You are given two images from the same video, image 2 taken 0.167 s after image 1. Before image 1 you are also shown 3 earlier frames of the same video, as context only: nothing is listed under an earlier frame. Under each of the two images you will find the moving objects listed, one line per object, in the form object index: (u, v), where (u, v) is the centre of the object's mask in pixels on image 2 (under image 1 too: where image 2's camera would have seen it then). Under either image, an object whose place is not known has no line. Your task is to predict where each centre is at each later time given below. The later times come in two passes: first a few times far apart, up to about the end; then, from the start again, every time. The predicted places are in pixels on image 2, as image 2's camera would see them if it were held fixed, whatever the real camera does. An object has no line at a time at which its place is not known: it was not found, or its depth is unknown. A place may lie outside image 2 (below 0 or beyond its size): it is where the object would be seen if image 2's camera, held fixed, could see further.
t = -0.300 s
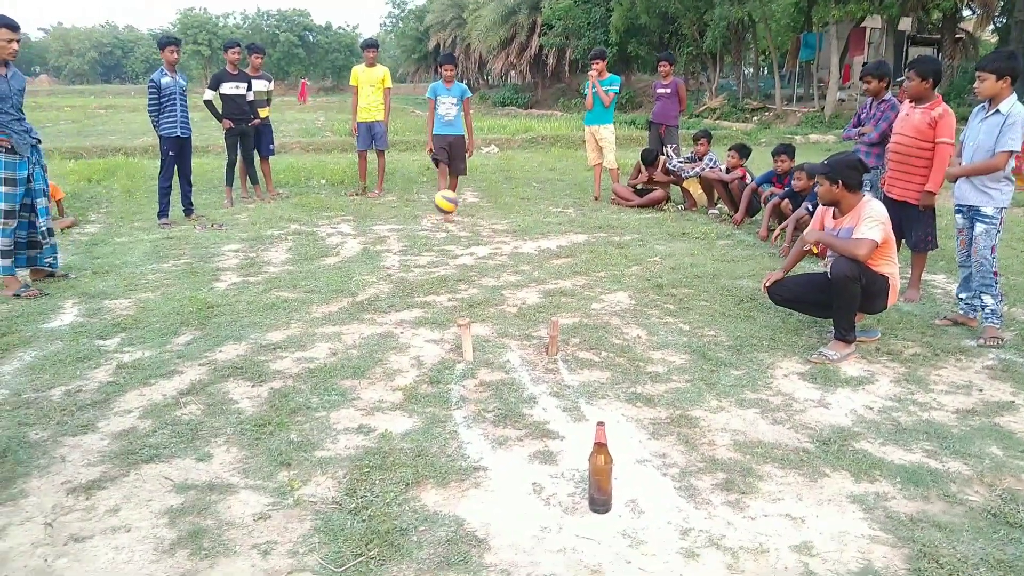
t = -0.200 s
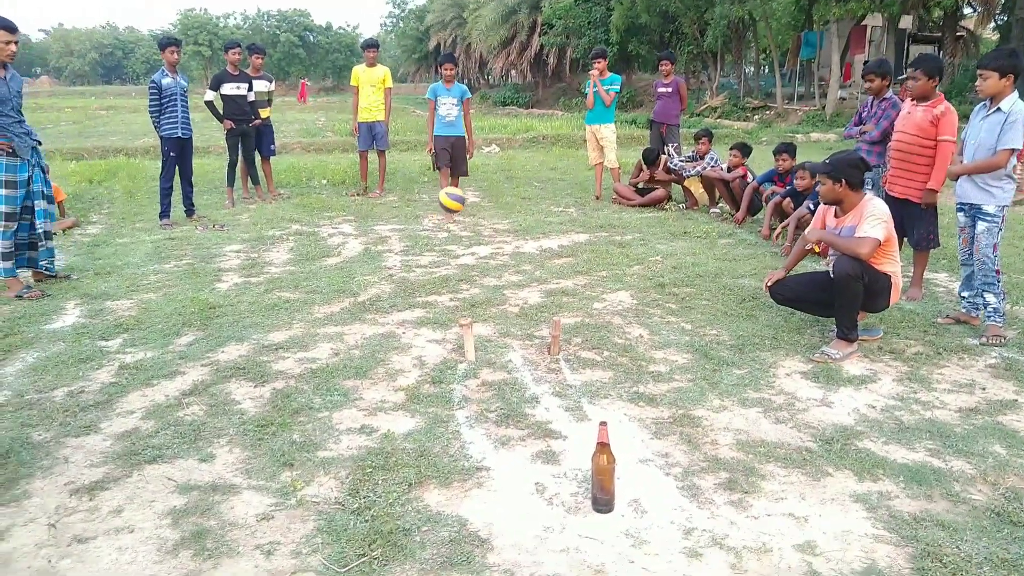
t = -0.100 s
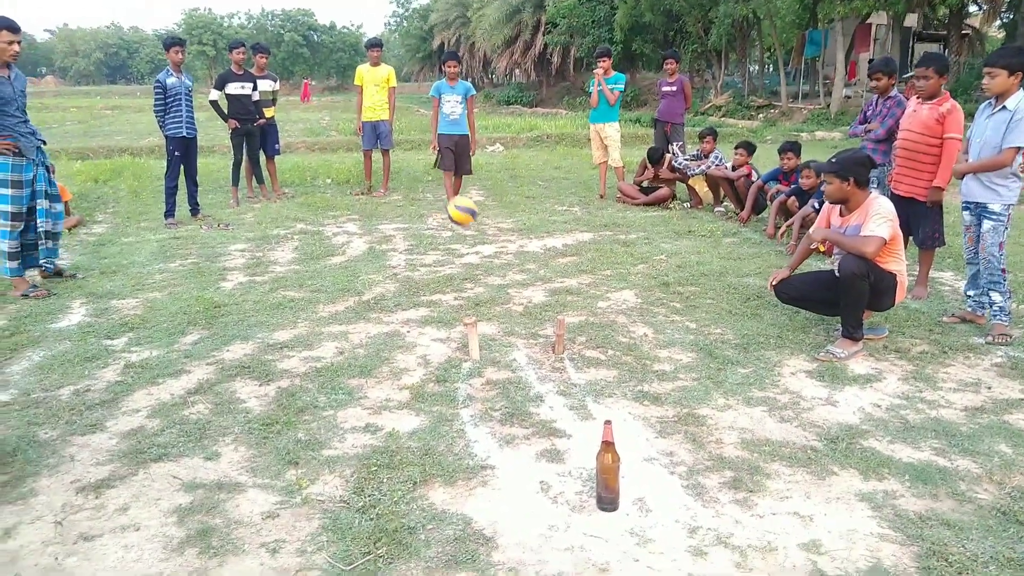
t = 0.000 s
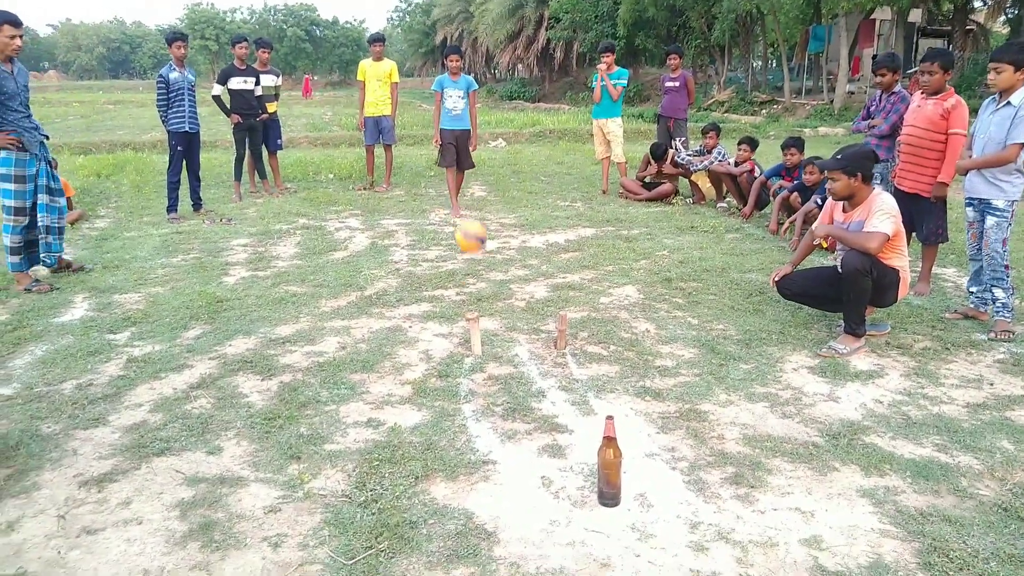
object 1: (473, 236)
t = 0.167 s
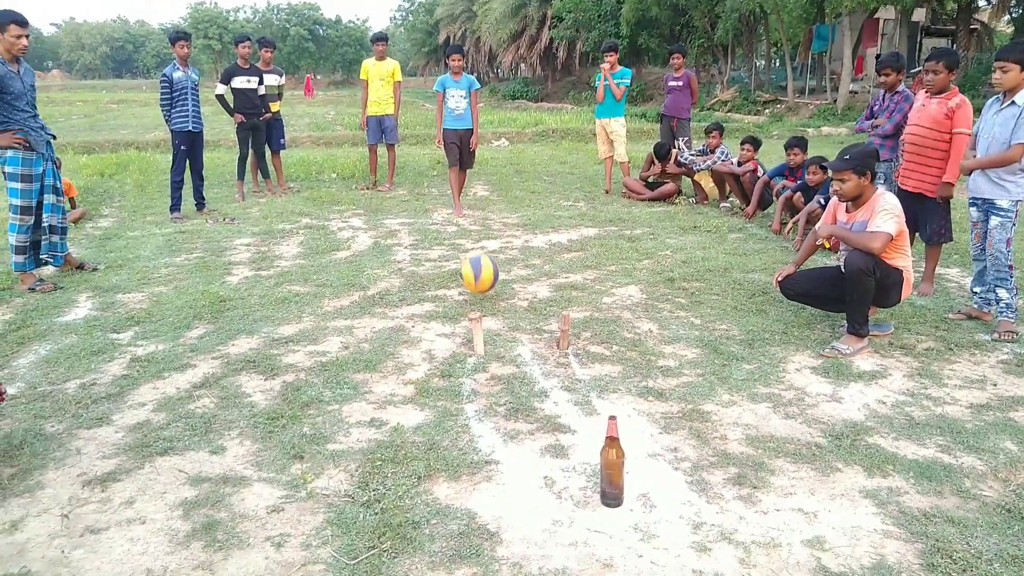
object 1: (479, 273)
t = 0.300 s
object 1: (477, 269)
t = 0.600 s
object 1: (470, 382)
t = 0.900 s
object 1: (437, 423)
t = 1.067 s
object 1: (413, 566)
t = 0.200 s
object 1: (479, 270)
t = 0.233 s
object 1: (478, 268)
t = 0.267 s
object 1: (477, 267)
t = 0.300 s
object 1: (477, 269)
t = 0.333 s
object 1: (476, 272)
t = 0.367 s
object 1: (477, 277)
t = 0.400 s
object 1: (475, 289)
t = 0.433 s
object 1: (475, 300)
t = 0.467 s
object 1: (474, 316)
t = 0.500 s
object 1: (473, 334)
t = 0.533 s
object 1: (472, 356)
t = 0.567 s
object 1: (472, 384)
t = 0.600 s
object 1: (470, 382)
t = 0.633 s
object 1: (467, 375)
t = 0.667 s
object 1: (464, 369)
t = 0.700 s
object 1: (460, 367)
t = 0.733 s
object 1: (458, 366)
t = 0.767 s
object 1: (454, 369)
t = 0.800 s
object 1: (450, 377)
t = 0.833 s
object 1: (447, 387)
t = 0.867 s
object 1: (442, 403)
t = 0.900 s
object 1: (437, 423)
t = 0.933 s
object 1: (434, 449)
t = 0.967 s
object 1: (428, 483)
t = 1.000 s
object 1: (423, 526)
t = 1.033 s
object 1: (419, 553)
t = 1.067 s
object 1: (413, 566)
